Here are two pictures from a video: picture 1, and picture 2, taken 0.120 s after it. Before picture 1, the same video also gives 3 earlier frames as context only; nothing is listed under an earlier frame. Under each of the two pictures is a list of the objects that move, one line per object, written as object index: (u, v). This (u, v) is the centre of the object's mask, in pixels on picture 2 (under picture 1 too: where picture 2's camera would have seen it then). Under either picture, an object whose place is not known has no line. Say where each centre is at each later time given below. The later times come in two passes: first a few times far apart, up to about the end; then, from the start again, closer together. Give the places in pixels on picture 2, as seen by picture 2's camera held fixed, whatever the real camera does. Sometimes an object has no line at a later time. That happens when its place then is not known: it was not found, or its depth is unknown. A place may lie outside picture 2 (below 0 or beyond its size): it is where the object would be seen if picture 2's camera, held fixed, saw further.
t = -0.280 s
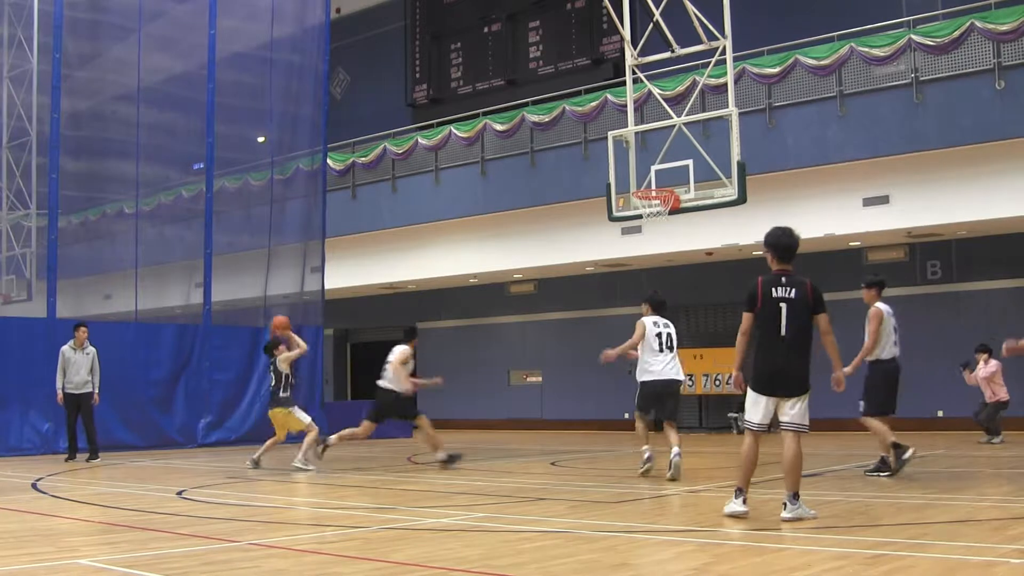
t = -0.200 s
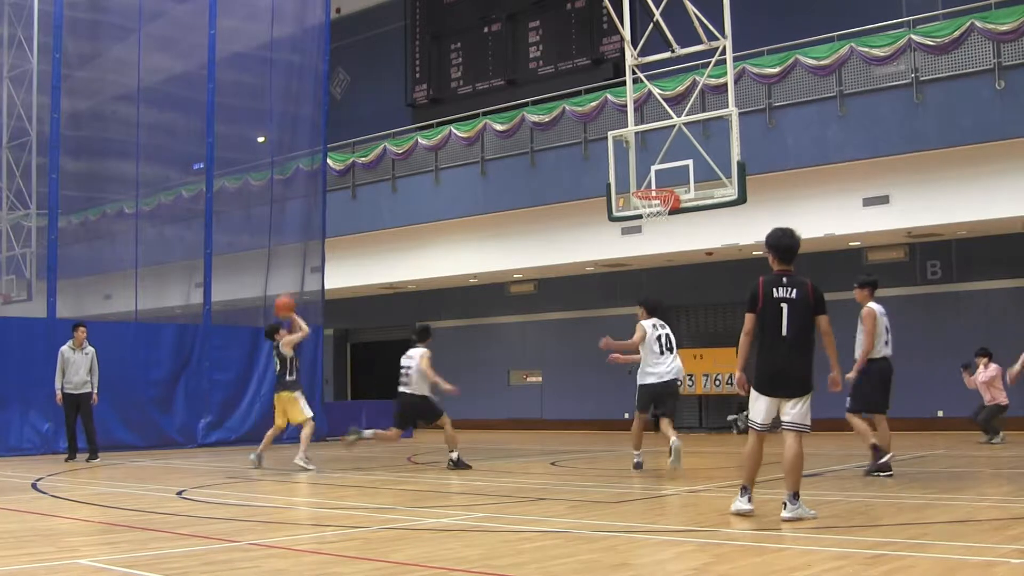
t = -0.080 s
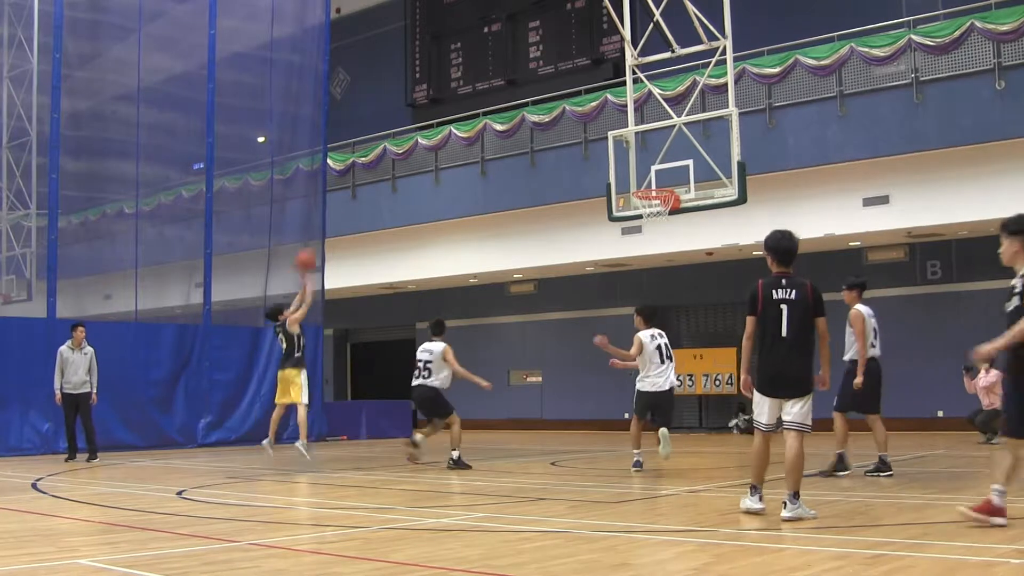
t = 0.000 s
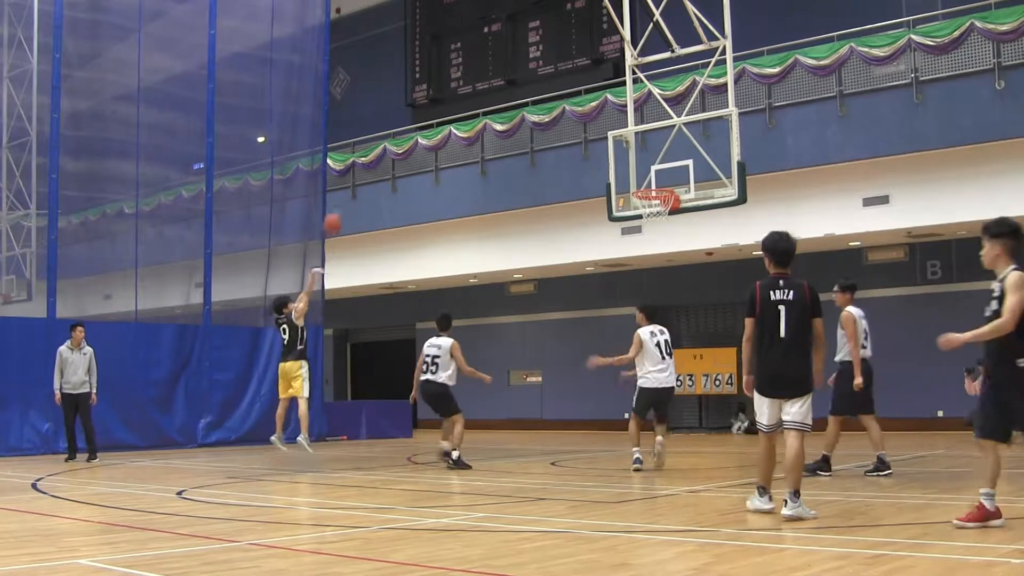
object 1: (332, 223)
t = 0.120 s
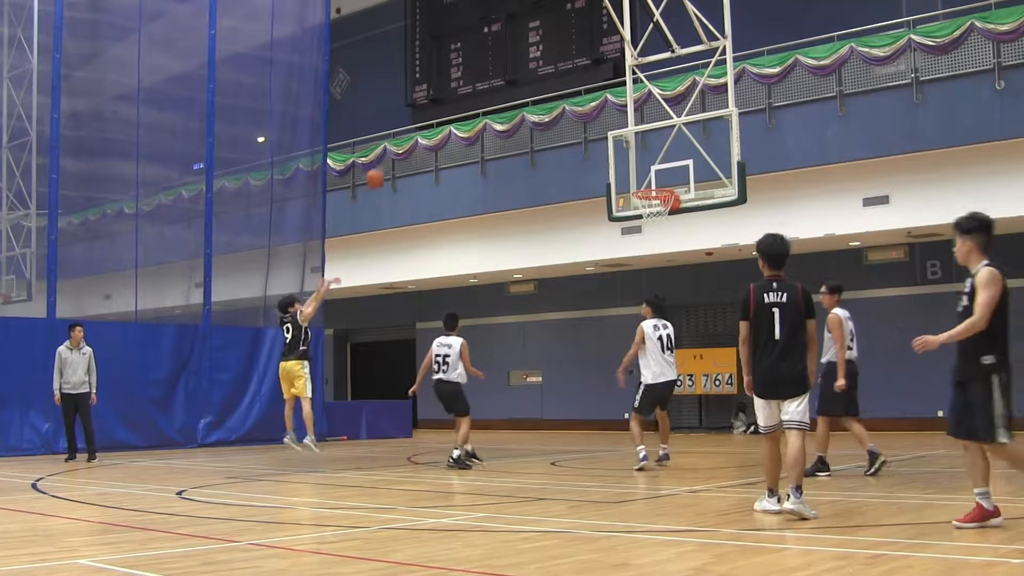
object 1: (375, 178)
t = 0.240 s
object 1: (418, 146)
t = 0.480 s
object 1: (500, 117)
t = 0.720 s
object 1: (582, 138)
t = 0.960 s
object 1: (657, 184)
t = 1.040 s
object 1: (662, 178)
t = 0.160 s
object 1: (390, 164)
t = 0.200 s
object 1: (402, 156)
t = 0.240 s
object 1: (418, 146)
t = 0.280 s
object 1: (432, 139)
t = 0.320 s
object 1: (445, 129)
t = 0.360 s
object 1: (460, 126)
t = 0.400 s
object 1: (472, 123)
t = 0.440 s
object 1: (486, 119)
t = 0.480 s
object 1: (500, 117)
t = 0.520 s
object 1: (513, 118)
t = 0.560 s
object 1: (528, 119)
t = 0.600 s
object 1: (540, 122)
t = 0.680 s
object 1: (569, 129)
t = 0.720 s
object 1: (582, 138)
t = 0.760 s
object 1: (597, 145)
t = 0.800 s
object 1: (610, 154)
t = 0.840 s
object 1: (624, 165)
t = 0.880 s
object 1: (637, 178)
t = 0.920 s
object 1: (648, 185)
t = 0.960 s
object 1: (657, 184)
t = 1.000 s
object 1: (665, 183)
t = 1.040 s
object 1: (662, 178)
